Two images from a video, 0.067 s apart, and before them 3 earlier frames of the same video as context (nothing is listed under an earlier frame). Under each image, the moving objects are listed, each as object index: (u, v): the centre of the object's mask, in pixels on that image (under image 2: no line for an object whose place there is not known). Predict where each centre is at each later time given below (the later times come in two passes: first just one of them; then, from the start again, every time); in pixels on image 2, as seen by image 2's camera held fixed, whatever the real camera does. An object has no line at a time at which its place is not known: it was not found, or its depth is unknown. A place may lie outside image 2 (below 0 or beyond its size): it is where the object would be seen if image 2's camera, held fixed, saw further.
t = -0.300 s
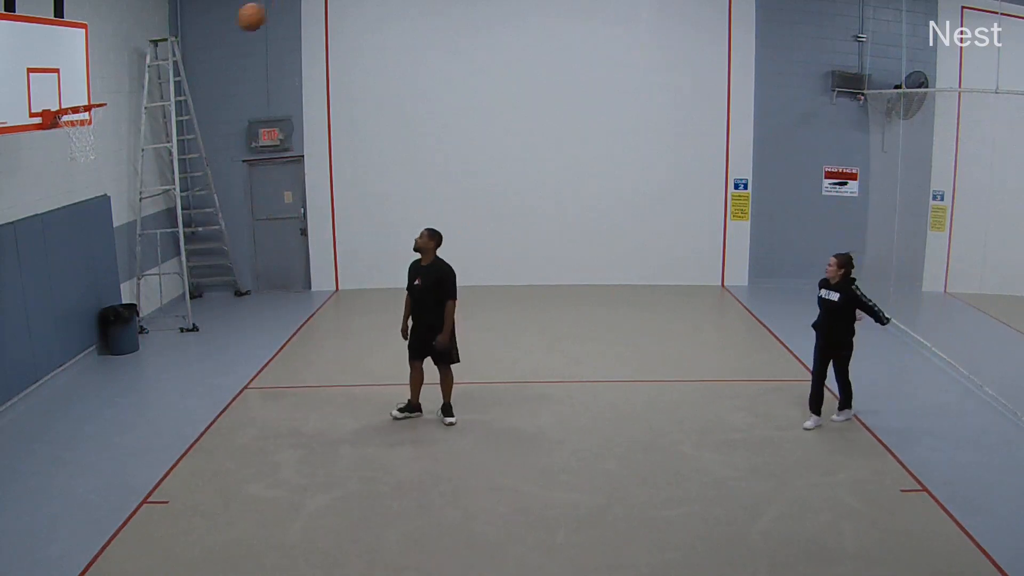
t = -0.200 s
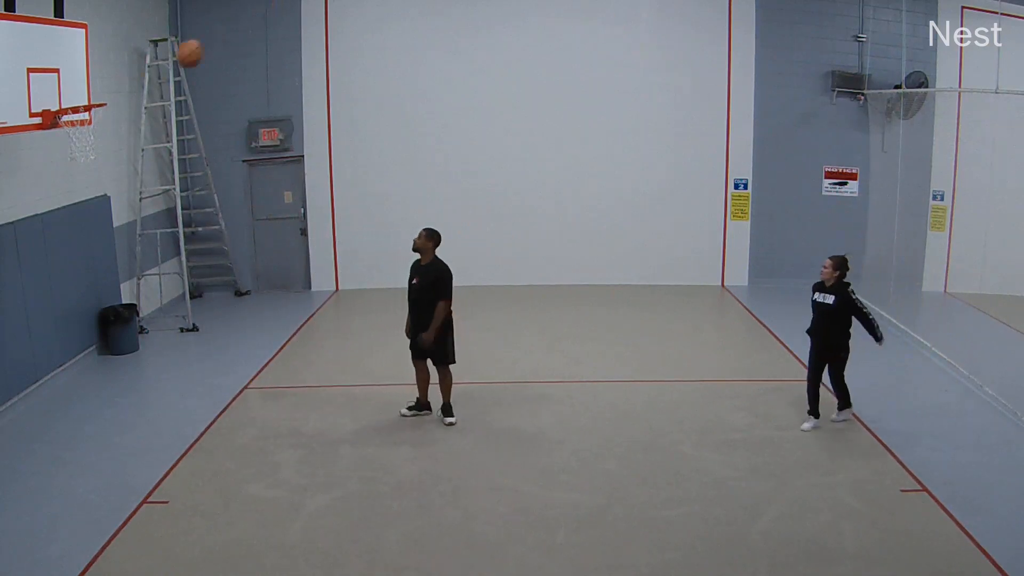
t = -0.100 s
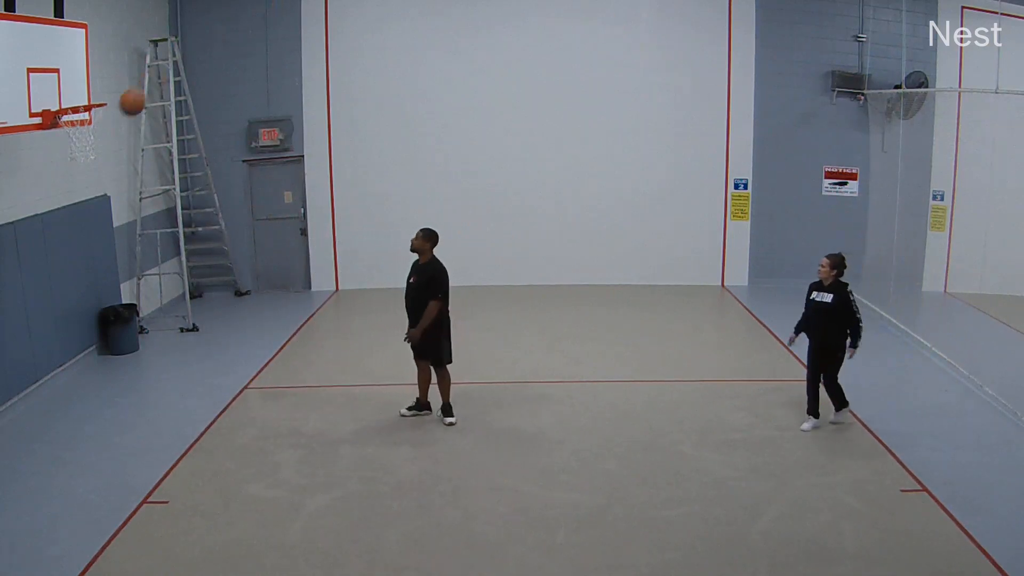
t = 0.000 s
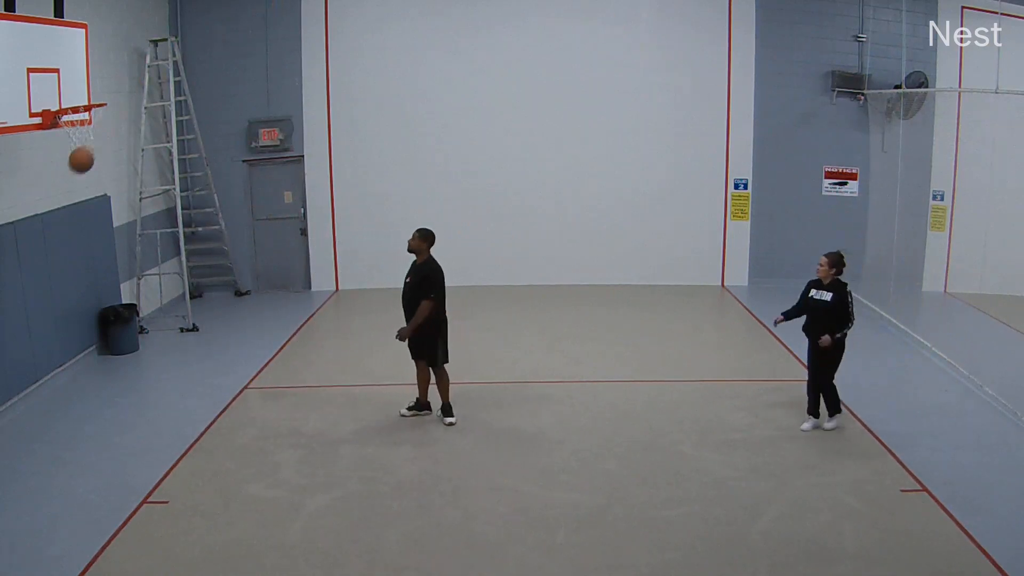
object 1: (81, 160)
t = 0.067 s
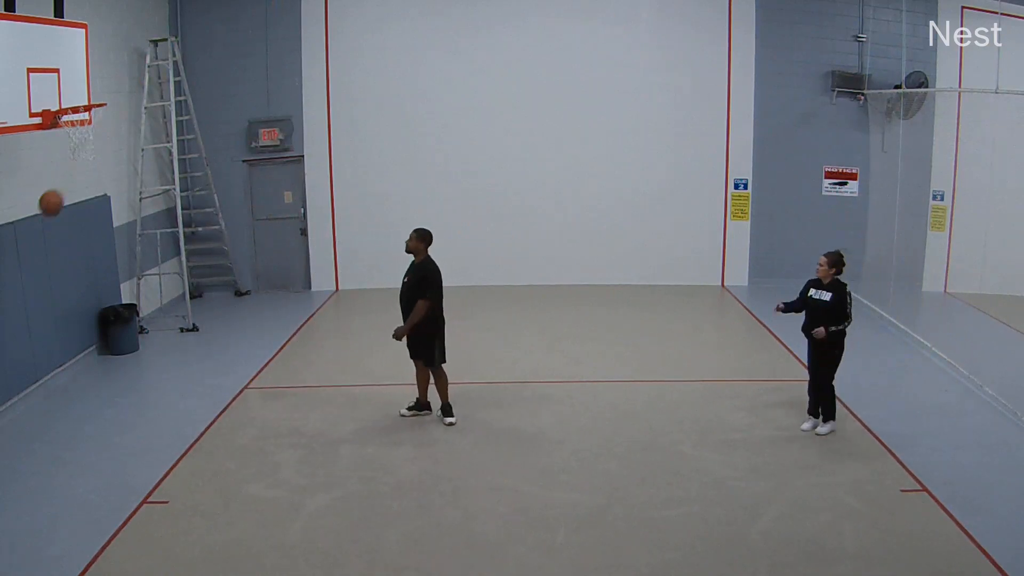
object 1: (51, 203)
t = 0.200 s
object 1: (5, 297)
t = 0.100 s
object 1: (37, 226)
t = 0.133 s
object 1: (24, 249)
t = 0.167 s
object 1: (12, 273)
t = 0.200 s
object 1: (5, 297)
